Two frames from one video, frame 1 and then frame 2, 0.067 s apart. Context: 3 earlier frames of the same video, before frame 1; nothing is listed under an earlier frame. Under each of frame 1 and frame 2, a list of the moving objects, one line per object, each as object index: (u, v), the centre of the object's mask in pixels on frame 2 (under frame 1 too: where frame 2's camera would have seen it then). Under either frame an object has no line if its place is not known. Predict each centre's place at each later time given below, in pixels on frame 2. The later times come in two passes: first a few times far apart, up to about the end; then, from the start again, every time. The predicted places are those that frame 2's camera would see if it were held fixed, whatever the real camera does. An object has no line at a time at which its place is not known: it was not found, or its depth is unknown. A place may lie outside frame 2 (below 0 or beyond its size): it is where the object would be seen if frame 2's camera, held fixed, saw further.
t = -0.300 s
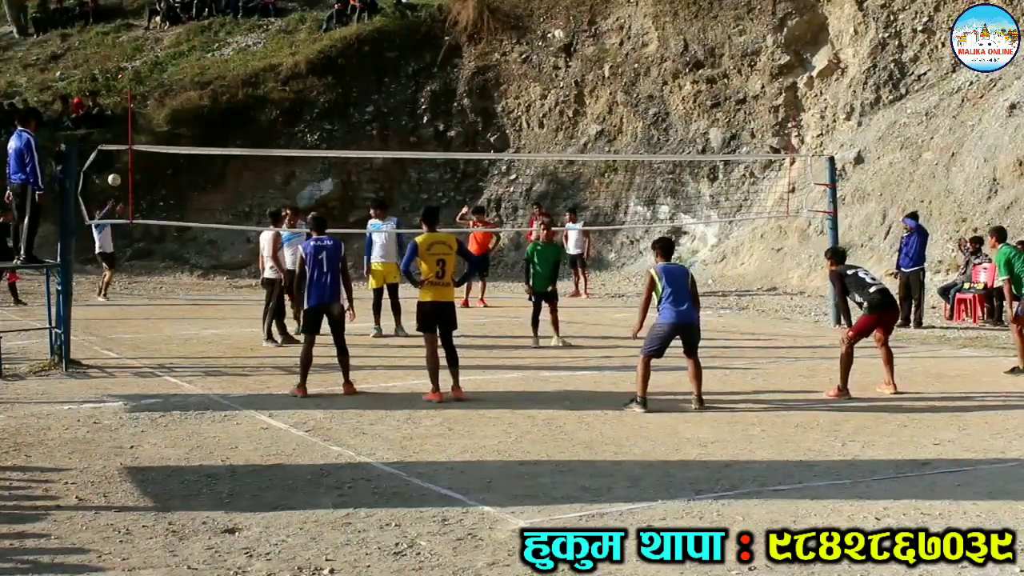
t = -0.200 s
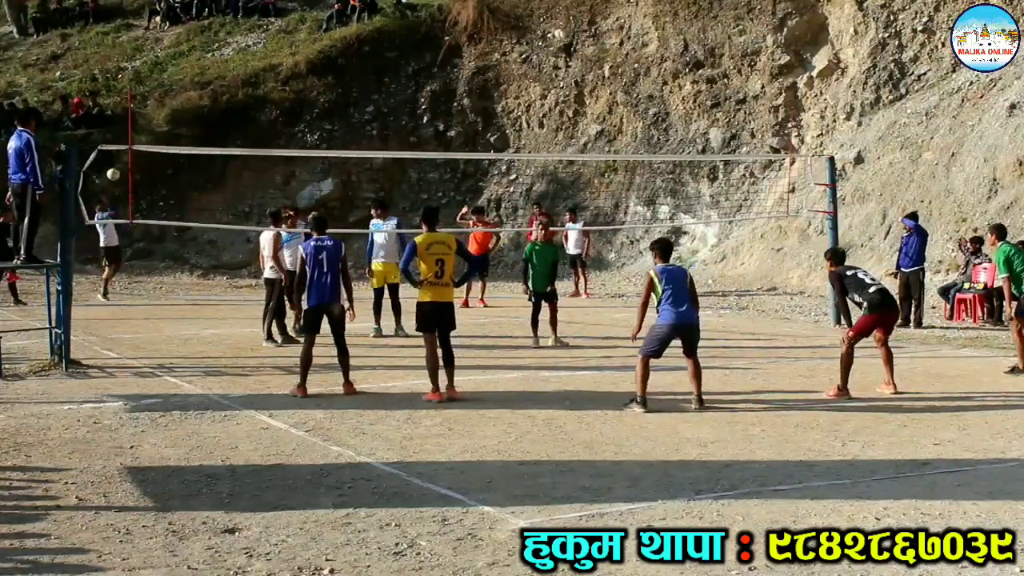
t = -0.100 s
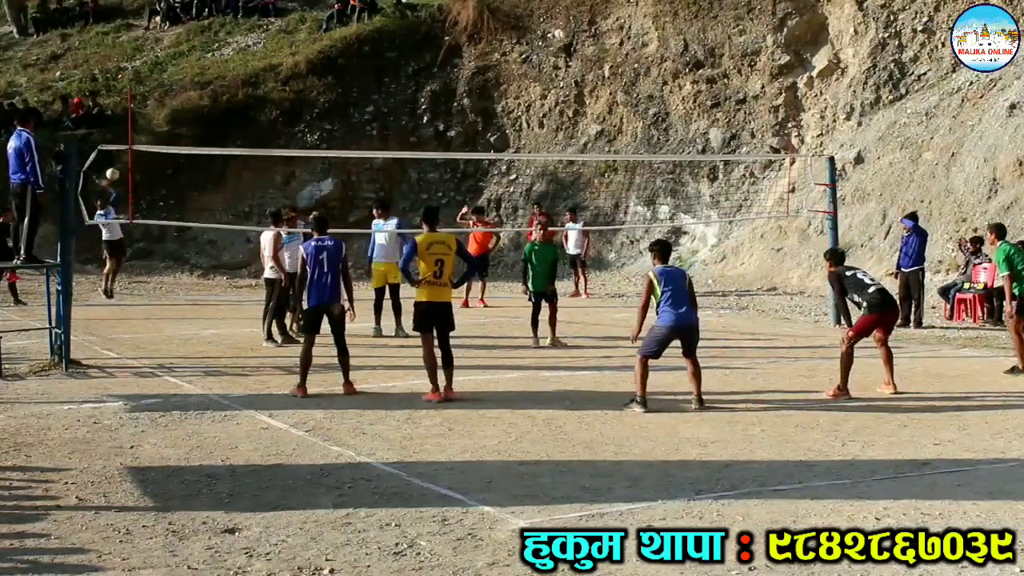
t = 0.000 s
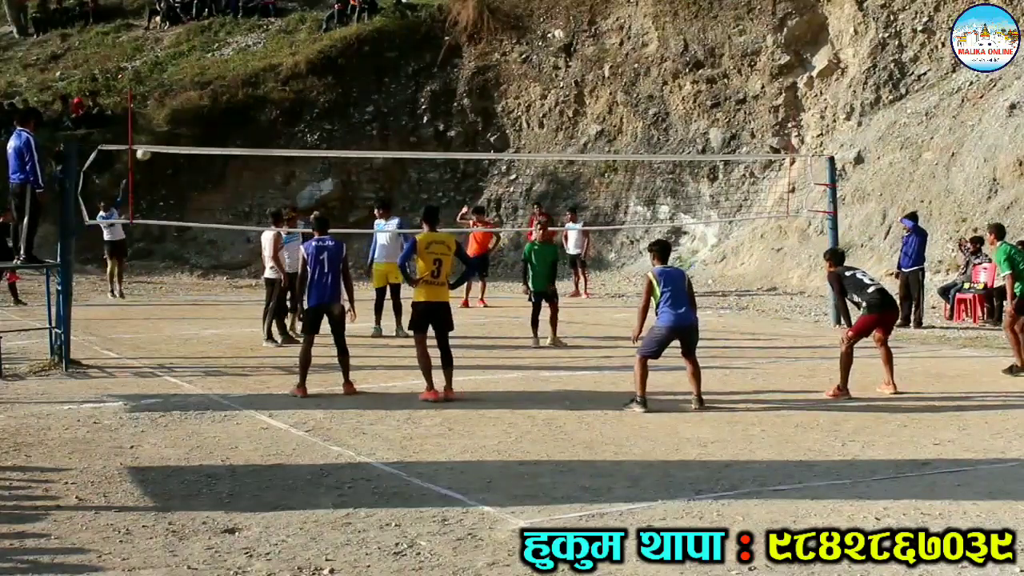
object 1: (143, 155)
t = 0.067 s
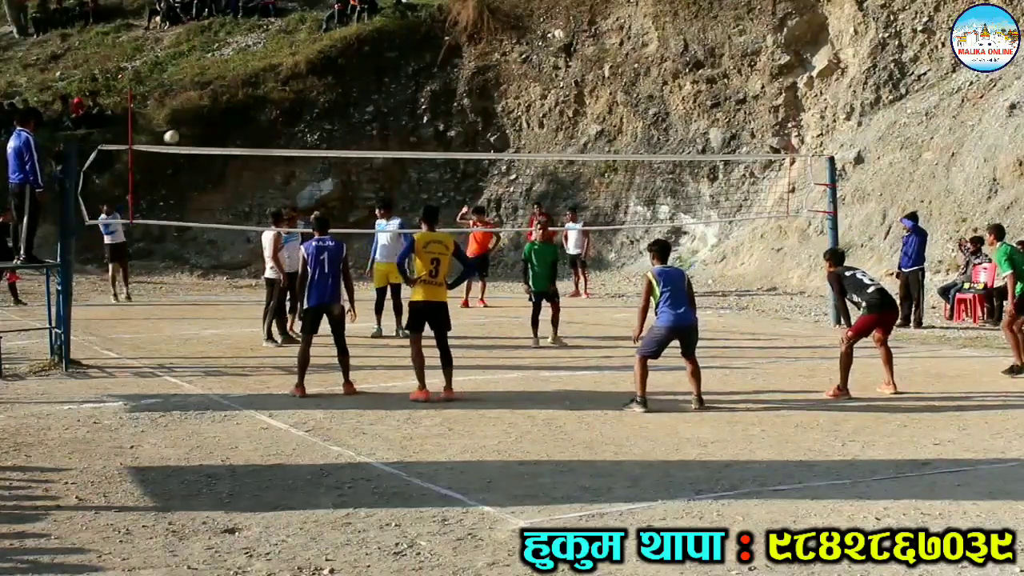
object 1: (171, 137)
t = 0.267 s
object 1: (263, 95)
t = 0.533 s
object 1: (413, 68)
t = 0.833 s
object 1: (622, 106)
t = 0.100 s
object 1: (186, 129)
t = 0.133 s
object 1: (201, 121)
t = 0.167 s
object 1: (215, 114)
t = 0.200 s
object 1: (231, 107)
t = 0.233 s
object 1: (247, 101)
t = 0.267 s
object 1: (263, 95)
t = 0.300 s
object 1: (280, 90)
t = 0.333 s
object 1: (297, 84)
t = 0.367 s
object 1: (315, 80)
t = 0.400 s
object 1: (333, 76)
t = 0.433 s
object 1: (353, 73)
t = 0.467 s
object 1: (372, 71)
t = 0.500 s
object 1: (393, 69)
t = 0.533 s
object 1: (413, 68)
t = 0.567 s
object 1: (435, 69)
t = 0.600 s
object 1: (456, 69)
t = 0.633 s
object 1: (478, 71)
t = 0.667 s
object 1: (501, 74)
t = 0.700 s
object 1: (525, 78)
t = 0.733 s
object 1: (547, 83)
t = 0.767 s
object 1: (573, 91)
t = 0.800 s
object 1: (597, 98)
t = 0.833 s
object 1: (622, 106)
